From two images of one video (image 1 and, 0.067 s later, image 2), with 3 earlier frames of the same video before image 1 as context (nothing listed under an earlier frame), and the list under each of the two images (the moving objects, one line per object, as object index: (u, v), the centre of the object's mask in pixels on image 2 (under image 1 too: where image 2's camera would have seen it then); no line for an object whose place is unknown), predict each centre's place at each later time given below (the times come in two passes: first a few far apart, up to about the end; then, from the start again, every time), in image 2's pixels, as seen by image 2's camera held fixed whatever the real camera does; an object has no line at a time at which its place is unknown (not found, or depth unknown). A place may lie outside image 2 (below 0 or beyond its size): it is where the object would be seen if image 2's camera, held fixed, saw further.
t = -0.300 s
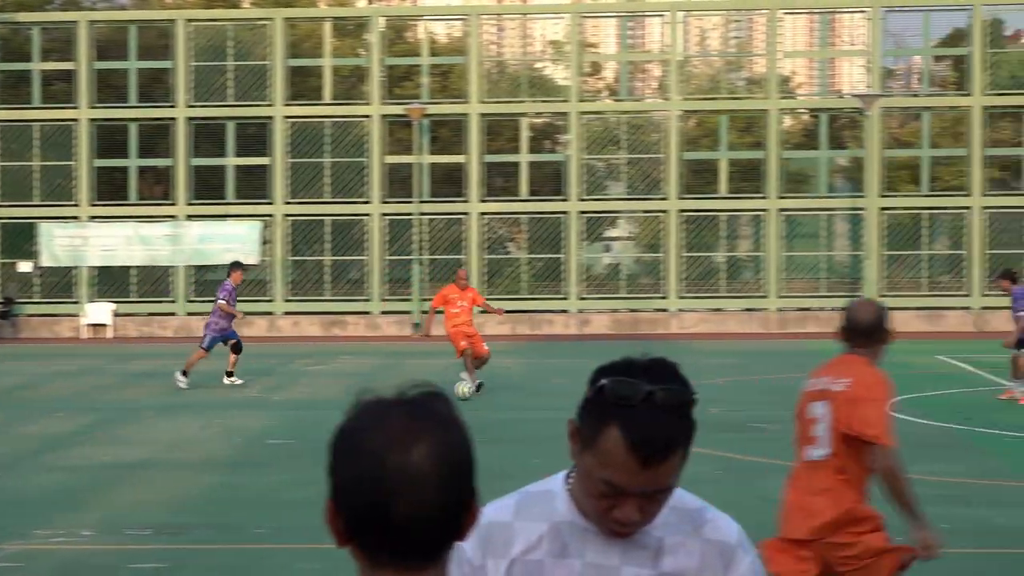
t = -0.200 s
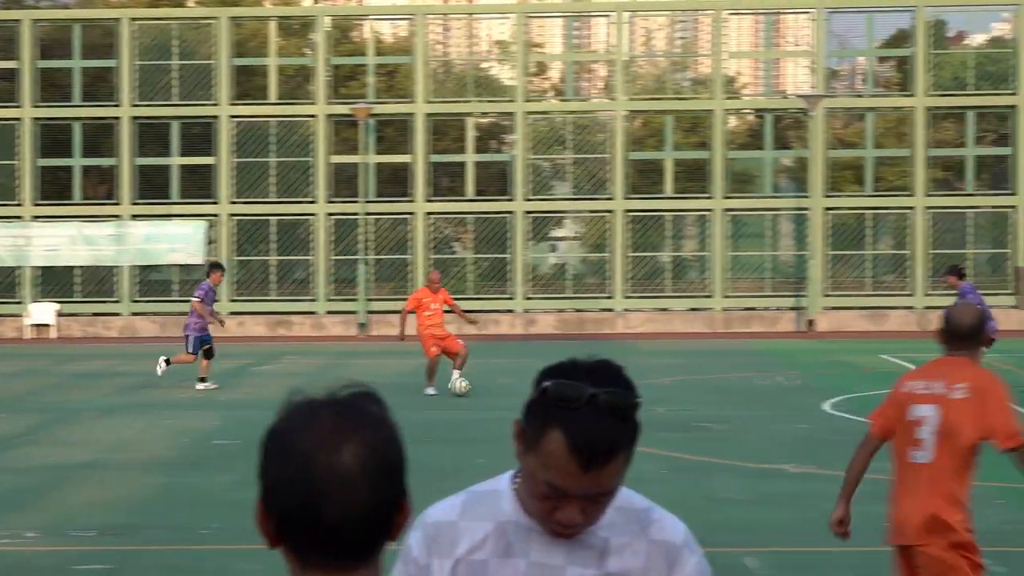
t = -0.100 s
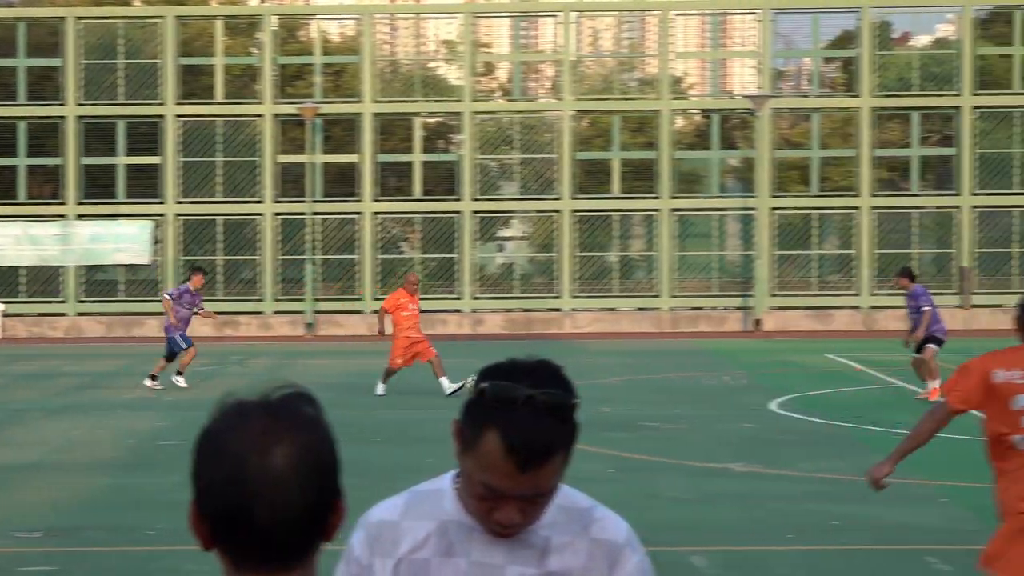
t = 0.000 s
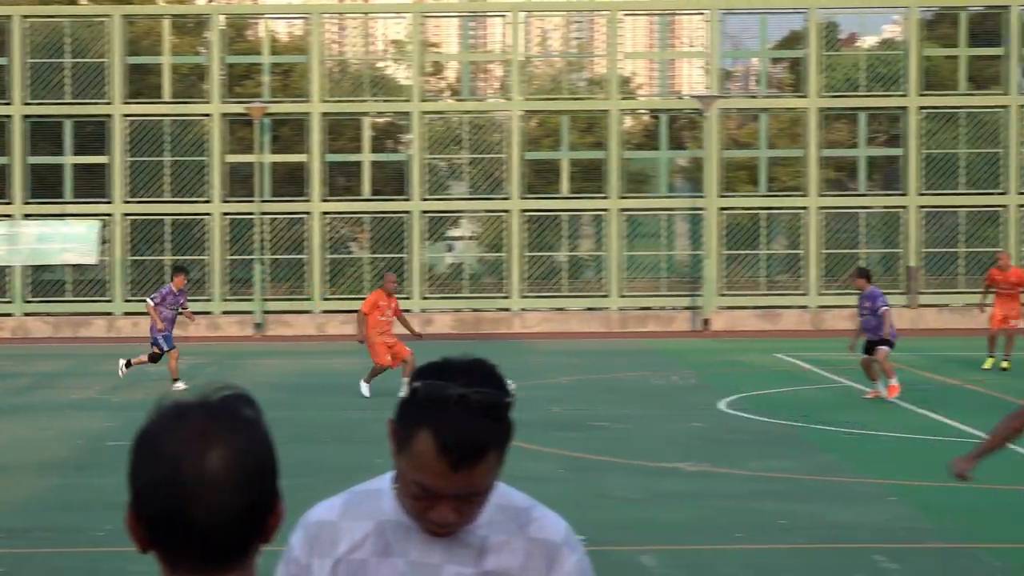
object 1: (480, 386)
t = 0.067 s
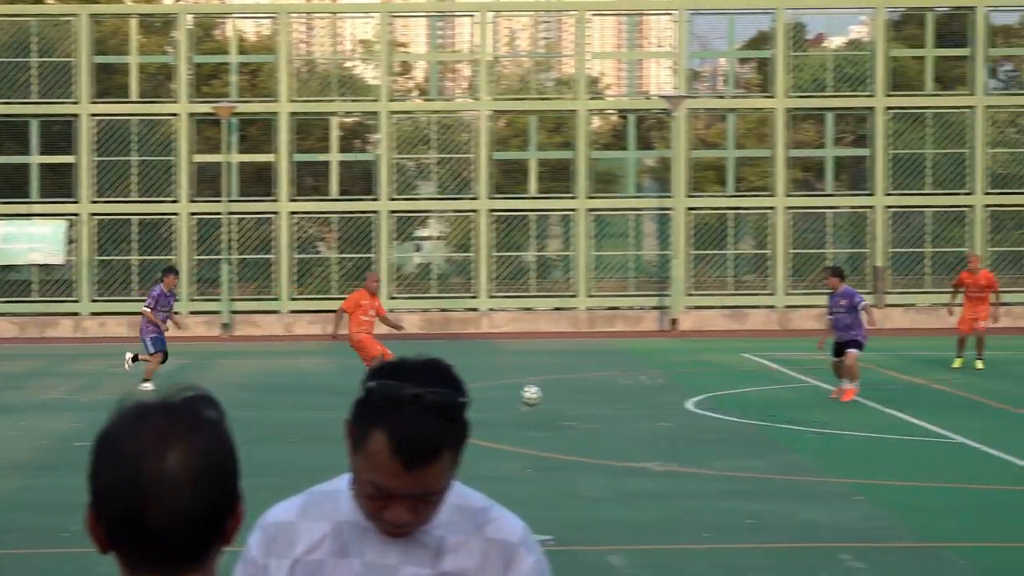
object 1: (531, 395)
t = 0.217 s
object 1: (667, 412)
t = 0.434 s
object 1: (868, 439)
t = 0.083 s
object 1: (546, 398)
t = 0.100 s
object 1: (562, 400)
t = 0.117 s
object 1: (577, 403)
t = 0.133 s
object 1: (593, 406)
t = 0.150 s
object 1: (609, 410)
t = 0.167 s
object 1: (624, 413)
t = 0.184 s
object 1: (638, 412)
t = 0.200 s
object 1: (653, 412)
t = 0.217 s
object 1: (667, 412)
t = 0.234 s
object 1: (681, 411)
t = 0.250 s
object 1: (696, 412)
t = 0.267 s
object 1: (711, 413)
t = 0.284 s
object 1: (727, 414)
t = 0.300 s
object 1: (742, 416)
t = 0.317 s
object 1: (757, 418)
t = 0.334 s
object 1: (772, 420)
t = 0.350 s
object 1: (788, 422)
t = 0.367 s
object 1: (804, 425)
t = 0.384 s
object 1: (819, 428)
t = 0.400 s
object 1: (835, 431)
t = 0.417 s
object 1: (852, 436)
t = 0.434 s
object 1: (868, 439)
